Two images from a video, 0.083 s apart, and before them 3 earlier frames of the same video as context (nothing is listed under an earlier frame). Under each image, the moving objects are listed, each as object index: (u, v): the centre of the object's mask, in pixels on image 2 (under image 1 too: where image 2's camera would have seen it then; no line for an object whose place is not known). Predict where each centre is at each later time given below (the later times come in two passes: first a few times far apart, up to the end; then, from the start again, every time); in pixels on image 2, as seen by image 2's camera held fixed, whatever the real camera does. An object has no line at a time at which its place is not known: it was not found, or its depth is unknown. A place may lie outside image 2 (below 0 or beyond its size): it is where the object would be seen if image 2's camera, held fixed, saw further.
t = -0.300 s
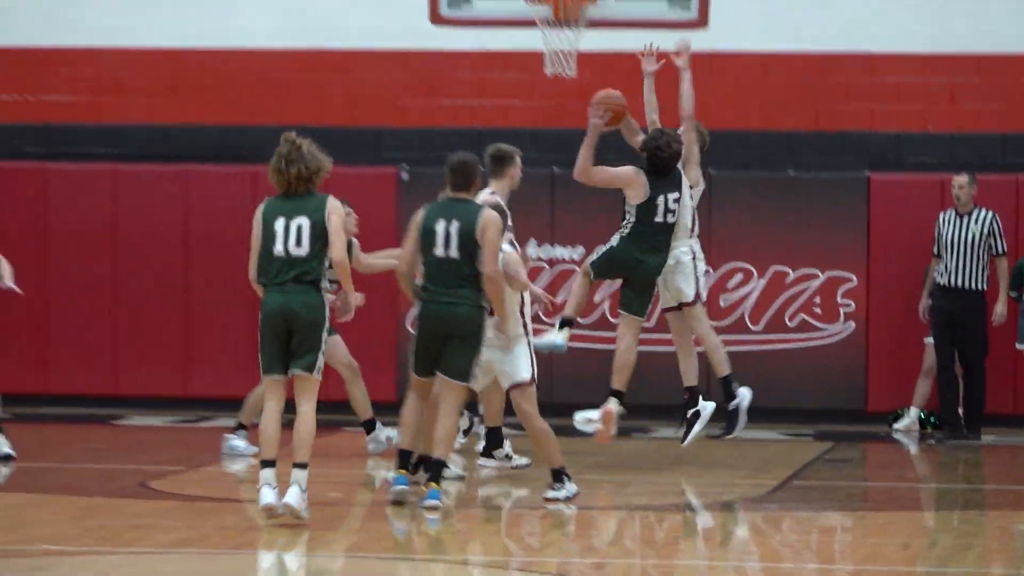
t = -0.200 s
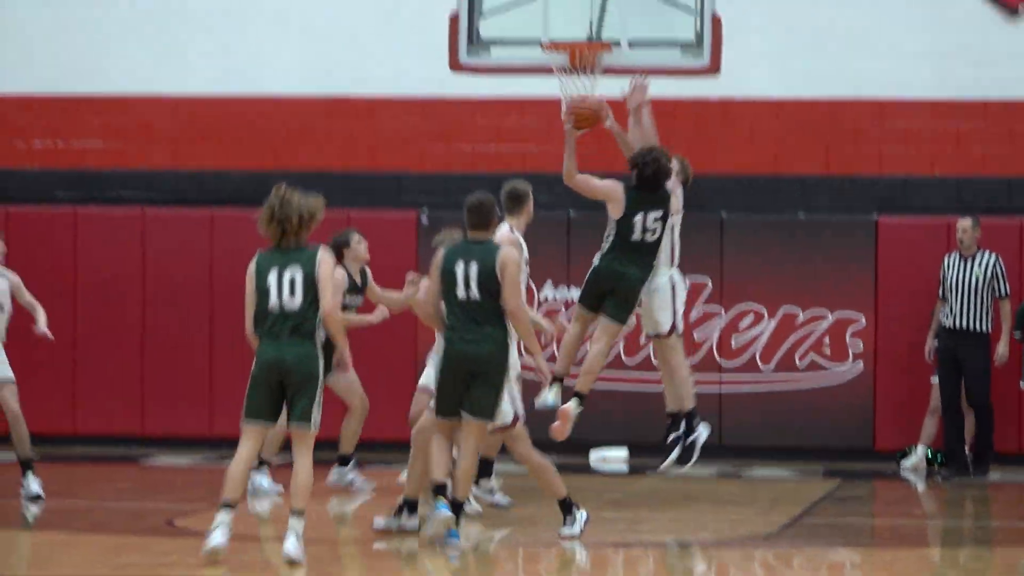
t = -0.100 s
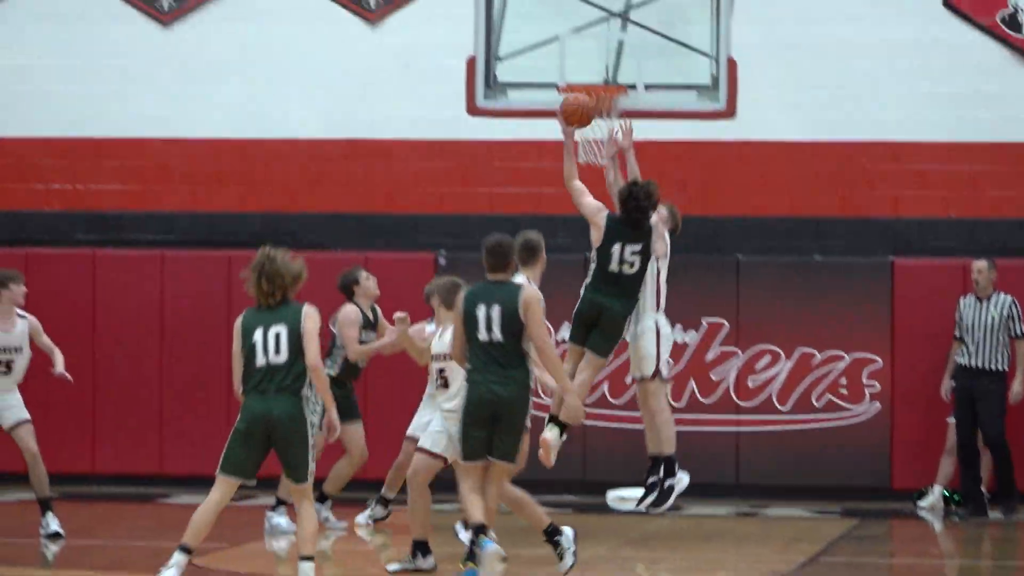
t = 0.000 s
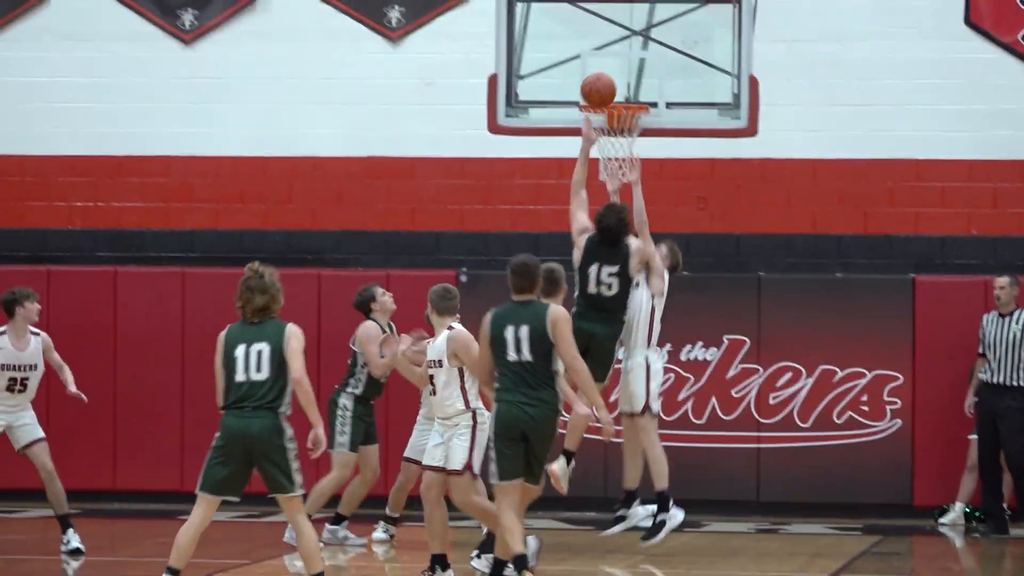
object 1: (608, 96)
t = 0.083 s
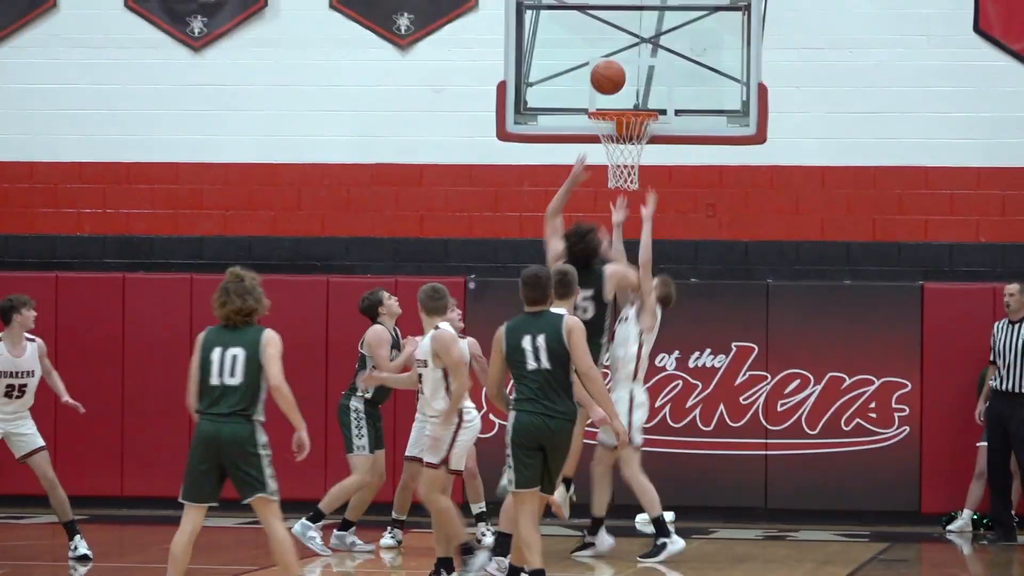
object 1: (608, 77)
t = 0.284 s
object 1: (609, 72)
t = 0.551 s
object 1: (637, 109)
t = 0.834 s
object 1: (630, 164)
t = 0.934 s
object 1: (618, 191)
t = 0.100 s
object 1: (608, 75)
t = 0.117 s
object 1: (608, 73)
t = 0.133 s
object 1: (608, 71)
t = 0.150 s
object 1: (608, 70)
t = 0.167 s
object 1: (608, 68)
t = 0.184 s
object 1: (608, 68)
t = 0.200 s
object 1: (608, 68)
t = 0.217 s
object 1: (608, 68)
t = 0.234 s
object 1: (608, 68)
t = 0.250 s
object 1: (608, 69)
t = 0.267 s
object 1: (608, 71)
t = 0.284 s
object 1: (609, 72)
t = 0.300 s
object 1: (609, 74)
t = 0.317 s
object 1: (609, 77)
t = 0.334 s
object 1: (609, 80)
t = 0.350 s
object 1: (609, 83)
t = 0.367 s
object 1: (609, 86)
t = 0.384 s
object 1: (609, 90)
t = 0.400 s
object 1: (609, 95)
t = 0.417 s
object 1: (609, 98)
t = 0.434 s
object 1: (609, 101)
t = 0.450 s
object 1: (609, 103)
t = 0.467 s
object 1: (612, 104)
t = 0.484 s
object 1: (617, 105)
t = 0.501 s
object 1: (622, 106)
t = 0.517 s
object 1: (626, 107)
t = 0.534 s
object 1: (631, 108)
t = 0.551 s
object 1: (637, 109)
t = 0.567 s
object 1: (650, 135)
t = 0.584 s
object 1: (651, 135)
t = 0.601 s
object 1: (646, 133)
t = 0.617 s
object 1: (643, 135)
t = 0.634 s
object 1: (644, 139)
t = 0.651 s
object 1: (644, 141)
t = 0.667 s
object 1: (644, 144)
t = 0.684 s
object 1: (645, 146)
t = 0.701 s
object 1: (644, 149)
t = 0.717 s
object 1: (642, 150)
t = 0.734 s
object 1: (641, 153)
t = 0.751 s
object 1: (640, 154)
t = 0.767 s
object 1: (638, 155)
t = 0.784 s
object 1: (636, 158)
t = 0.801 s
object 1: (634, 160)
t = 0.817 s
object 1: (632, 162)
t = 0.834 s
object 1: (630, 164)
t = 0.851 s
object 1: (627, 172)
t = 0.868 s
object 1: (626, 174)
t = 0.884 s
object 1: (623, 178)
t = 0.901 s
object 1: (622, 181)
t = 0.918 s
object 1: (620, 185)
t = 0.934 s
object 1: (618, 191)
